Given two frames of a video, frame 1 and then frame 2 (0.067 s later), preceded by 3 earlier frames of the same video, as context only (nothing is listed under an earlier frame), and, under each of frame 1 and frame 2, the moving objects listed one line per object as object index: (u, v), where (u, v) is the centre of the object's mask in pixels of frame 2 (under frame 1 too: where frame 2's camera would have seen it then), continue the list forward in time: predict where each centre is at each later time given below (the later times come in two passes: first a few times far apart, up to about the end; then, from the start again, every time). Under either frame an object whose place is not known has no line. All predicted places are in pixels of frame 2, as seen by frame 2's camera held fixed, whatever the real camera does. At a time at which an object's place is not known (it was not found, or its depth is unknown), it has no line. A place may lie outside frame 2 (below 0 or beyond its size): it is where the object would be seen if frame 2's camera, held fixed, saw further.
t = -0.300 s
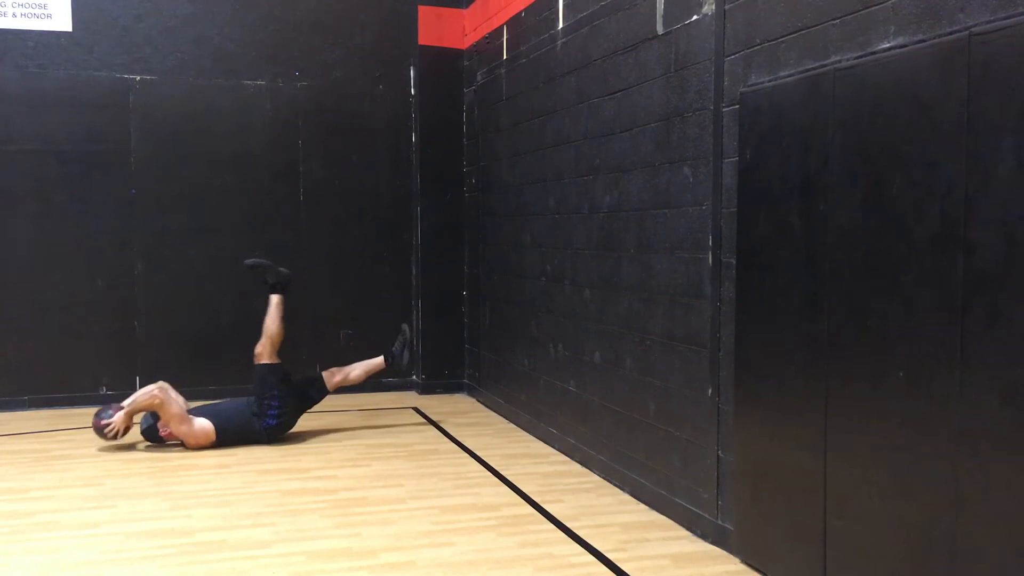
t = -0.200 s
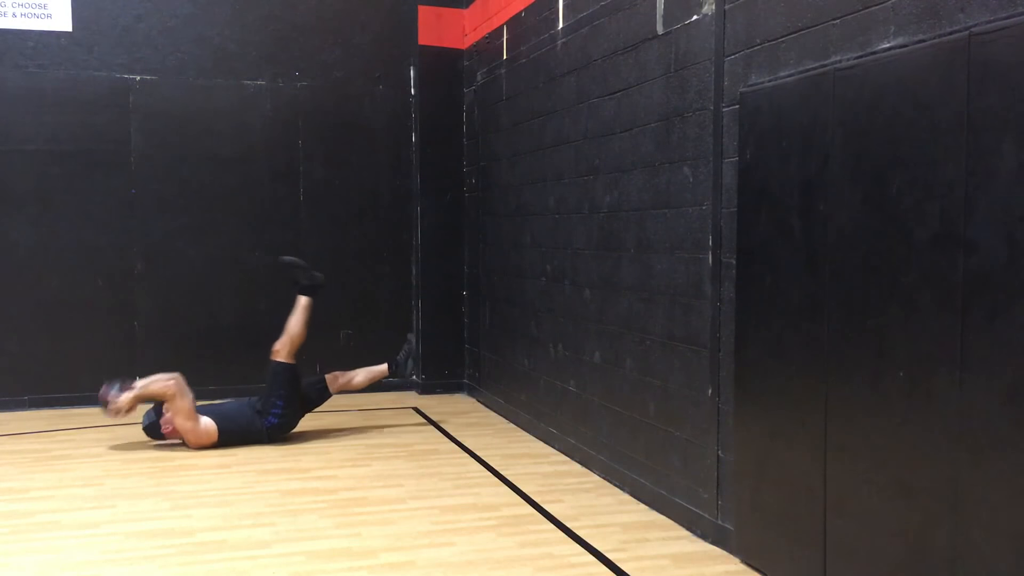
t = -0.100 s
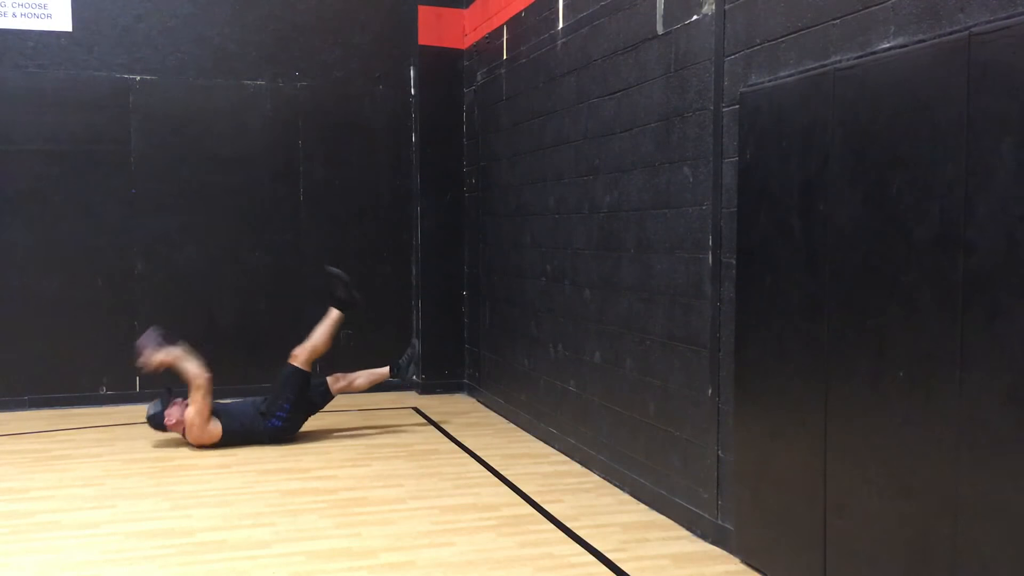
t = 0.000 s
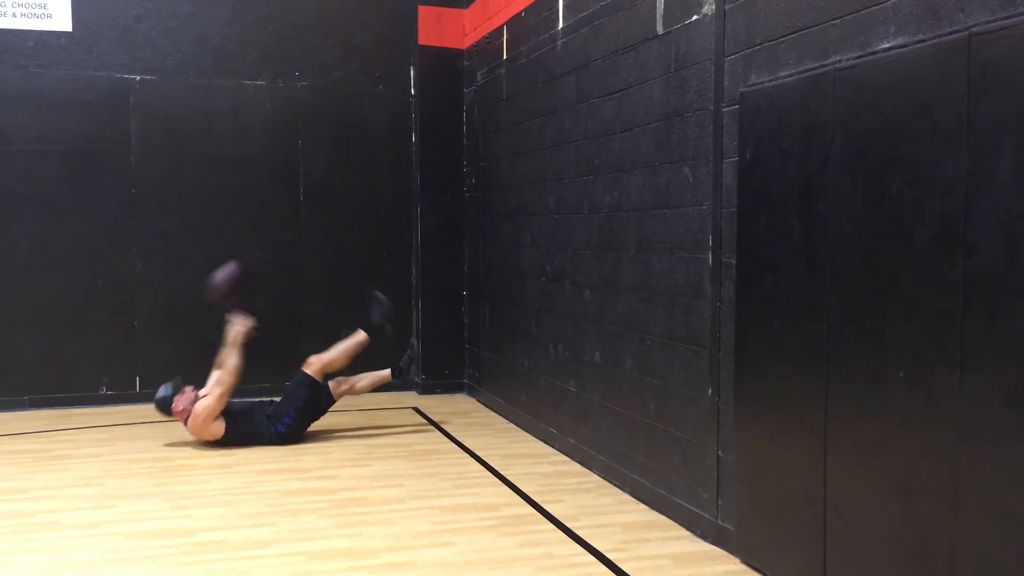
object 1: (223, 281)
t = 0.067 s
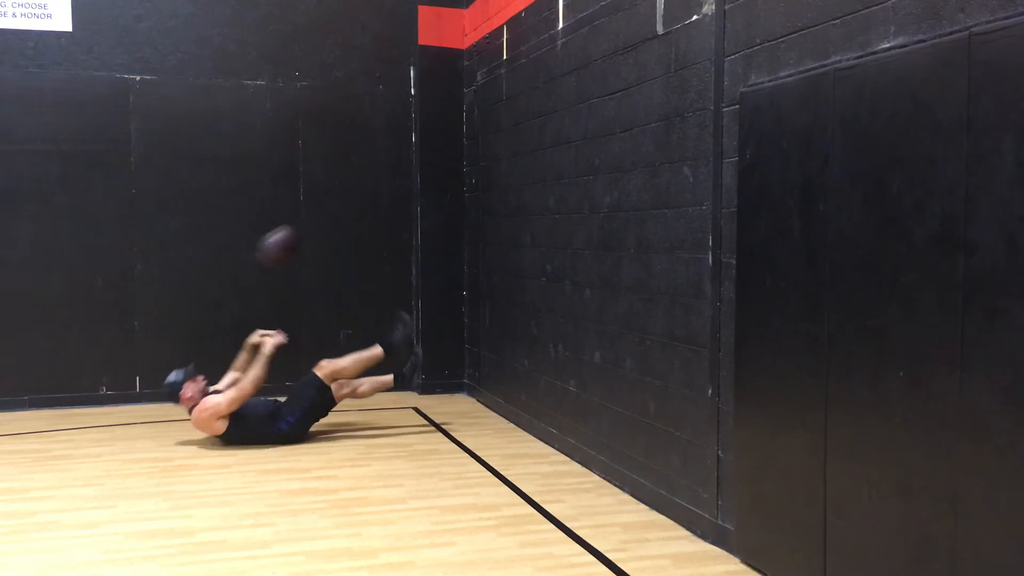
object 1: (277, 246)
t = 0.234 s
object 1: (399, 189)
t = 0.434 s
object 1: (488, 177)
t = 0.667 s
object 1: (389, 235)
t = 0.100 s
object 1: (302, 230)
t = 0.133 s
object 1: (327, 218)
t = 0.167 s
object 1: (350, 206)
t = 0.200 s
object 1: (375, 196)
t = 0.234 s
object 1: (399, 189)
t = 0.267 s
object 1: (422, 183)
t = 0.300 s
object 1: (444, 178)
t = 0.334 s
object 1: (469, 176)
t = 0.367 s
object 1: (492, 175)
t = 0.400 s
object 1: (502, 177)
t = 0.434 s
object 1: (488, 177)
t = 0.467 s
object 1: (475, 180)
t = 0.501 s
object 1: (461, 184)
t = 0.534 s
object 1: (447, 190)
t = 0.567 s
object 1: (432, 197)
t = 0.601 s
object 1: (418, 209)
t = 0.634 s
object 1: (403, 221)
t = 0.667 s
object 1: (389, 235)
